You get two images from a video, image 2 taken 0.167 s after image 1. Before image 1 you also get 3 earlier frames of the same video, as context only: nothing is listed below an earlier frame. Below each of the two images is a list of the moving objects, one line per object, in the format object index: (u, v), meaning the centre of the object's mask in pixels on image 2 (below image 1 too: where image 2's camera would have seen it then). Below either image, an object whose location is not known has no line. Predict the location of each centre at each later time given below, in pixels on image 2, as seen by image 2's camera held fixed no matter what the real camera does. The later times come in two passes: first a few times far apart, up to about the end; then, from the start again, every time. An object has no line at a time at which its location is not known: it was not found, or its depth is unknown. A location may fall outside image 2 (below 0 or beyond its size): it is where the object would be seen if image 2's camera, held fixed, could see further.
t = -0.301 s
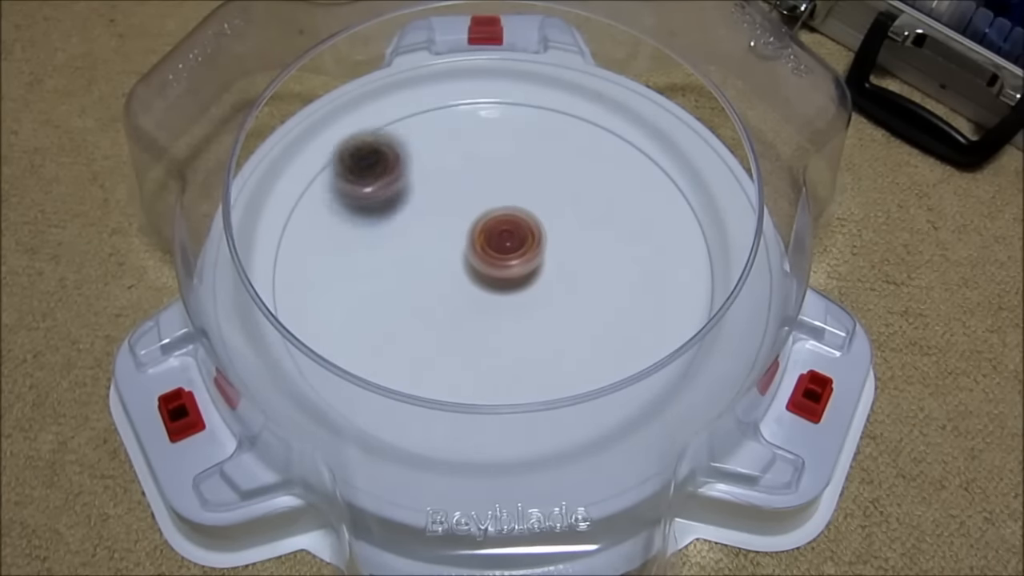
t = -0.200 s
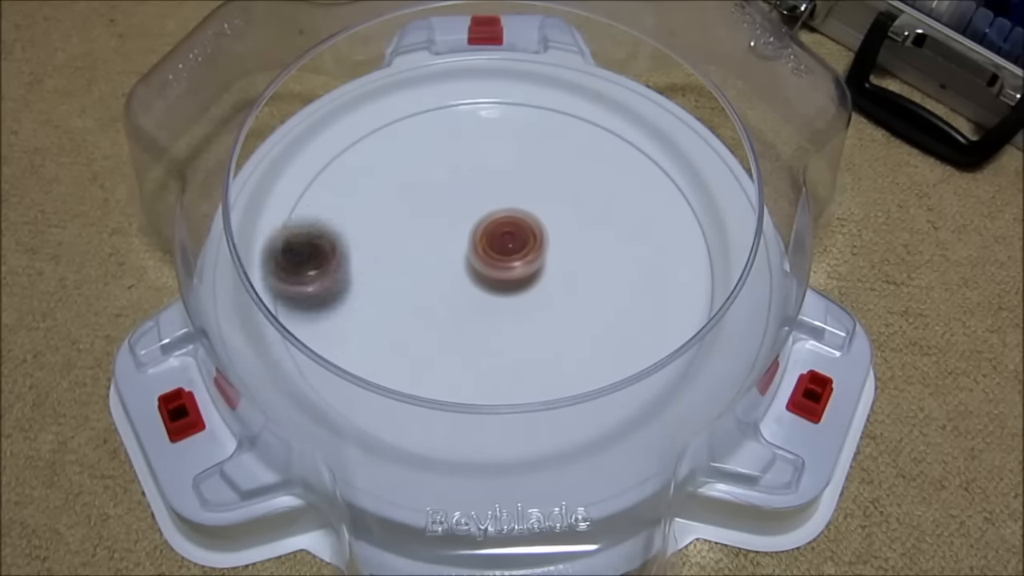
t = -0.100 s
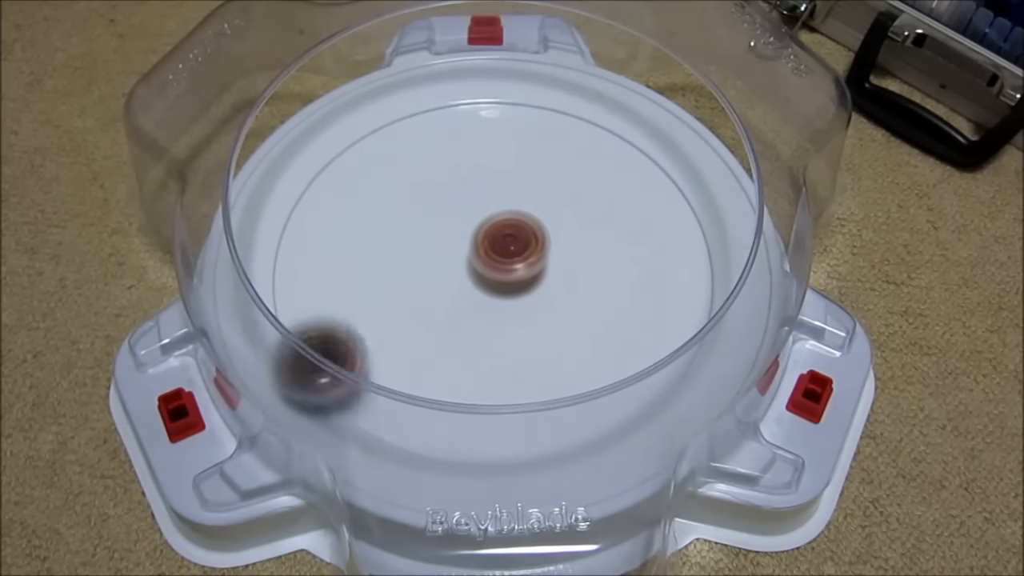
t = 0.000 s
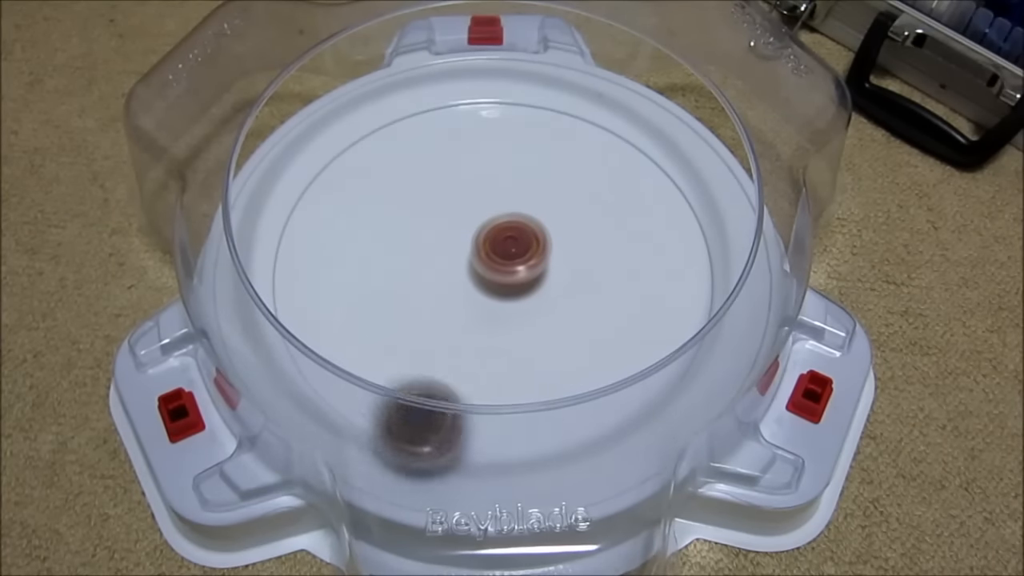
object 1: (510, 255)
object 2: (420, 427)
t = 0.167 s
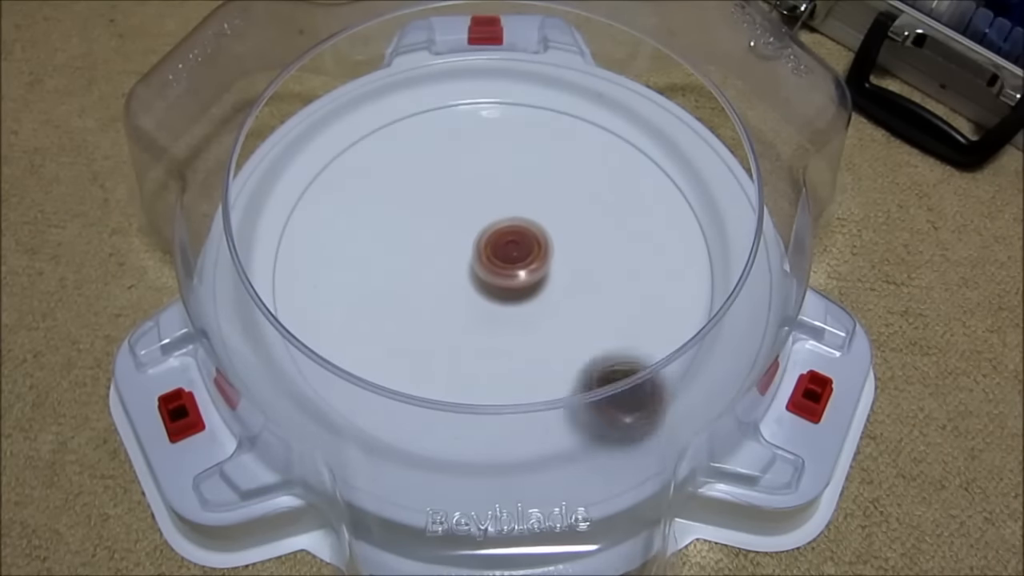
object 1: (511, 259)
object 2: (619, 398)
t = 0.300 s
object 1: (510, 262)
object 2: (672, 279)
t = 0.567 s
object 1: (506, 266)
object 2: (458, 128)
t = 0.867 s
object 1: (499, 267)
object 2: (301, 326)
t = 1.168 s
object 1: (492, 264)
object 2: (599, 358)
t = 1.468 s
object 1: (488, 258)
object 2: (577, 126)
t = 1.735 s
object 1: (487, 251)
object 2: (354, 173)
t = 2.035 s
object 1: (490, 244)
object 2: (486, 385)
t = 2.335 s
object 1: (496, 243)
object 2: (685, 246)
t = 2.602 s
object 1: (501, 246)
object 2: (503, 139)
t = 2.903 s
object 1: (505, 253)
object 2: (349, 303)
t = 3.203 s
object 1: (507, 260)
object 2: (542, 397)
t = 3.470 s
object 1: (504, 266)
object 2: (621, 226)
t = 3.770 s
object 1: (499, 267)
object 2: (408, 155)
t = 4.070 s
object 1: (493, 263)
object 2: (372, 311)
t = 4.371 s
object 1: (488, 257)
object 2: (606, 310)
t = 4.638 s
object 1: (488, 250)
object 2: (584, 159)
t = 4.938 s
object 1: (491, 244)
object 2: (399, 205)
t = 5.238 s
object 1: (498, 243)
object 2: (484, 360)
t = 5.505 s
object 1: (503, 247)
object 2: (621, 295)
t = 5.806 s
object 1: (504, 254)
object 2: (513, 178)
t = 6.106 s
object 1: (502, 262)
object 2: (377, 247)
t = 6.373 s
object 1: (503, 258)
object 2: (473, 339)
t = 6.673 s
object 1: (515, 243)
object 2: (599, 306)
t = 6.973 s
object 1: (461, 234)
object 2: (580, 199)
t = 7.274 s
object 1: (394, 302)
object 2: (515, 153)
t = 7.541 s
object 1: (425, 316)
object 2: (483, 227)
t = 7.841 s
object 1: (423, 319)
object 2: (612, 273)
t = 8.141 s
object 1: (444, 313)
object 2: (594, 228)
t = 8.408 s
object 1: (351, 328)
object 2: (581, 217)
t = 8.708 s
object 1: (336, 314)
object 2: (532, 200)
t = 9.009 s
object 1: (381, 291)
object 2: (491, 284)
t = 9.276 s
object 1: (429, 269)
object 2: (591, 303)
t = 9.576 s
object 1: (514, 212)
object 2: (591, 271)
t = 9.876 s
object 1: (504, 209)
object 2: (540, 291)
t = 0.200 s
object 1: (511, 260)
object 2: (647, 372)
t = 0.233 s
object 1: (511, 260)
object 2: (664, 341)
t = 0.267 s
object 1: (511, 262)
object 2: (671, 308)
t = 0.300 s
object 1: (510, 262)
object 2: (672, 279)
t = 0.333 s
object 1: (510, 263)
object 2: (665, 249)
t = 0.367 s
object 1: (510, 263)
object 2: (651, 219)
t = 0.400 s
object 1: (509, 264)
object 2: (627, 192)
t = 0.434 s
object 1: (509, 264)
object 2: (602, 167)
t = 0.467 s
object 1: (508, 265)
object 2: (571, 153)
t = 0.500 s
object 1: (507, 265)
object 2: (535, 140)
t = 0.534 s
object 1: (507, 265)
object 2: (498, 131)
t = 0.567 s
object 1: (506, 266)
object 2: (458, 128)
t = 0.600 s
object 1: (505, 266)
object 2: (423, 131)
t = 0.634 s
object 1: (505, 266)
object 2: (386, 139)
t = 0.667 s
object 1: (504, 266)
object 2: (353, 155)
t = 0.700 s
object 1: (503, 267)
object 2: (323, 174)
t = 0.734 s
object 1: (502, 267)
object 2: (300, 197)
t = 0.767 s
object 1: (502, 267)
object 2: (284, 225)
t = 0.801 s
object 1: (501, 267)
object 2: (281, 258)
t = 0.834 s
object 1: (500, 267)
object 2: (286, 292)
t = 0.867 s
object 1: (499, 267)
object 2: (301, 326)
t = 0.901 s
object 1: (498, 267)
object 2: (324, 352)
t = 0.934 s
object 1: (498, 266)
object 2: (351, 369)
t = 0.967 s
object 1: (497, 266)
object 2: (383, 382)
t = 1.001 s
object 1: (496, 266)
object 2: (418, 395)
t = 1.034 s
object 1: (495, 266)
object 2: (456, 402)
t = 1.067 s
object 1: (495, 265)
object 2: (494, 400)
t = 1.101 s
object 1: (494, 265)
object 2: (531, 394)
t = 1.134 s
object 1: (493, 265)
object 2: (567, 382)
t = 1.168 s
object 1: (492, 264)
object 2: (599, 358)
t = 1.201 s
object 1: (492, 264)
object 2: (623, 334)
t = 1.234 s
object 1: (491, 263)
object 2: (641, 308)
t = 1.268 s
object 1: (491, 263)
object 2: (651, 276)
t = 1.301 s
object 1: (490, 262)
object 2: (653, 246)
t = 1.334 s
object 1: (490, 261)
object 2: (649, 217)
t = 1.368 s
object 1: (489, 260)
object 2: (639, 187)
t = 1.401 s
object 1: (489, 259)
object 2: (622, 166)
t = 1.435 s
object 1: (488, 258)
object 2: (602, 143)
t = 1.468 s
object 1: (488, 258)
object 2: (577, 126)
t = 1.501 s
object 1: (487, 257)
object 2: (552, 114)
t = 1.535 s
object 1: (487, 256)
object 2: (522, 106)
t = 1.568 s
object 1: (487, 255)
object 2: (492, 104)
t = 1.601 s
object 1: (487, 255)
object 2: (461, 109)
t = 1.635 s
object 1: (487, 254)
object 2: (430, 114)
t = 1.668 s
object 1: (487, 253)
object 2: (401, 129)
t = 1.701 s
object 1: (487, 252)
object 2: (376, 148)
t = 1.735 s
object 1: (487, 251)
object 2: (354, 173)
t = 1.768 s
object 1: (487, 251)
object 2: (340, 200)
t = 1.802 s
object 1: (487, 250)
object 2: (333, 228)
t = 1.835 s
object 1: (487, 249)
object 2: (333, 260)
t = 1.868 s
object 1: (488, 248)
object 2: (344, 288)
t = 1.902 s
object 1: (488, 247)
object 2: (362, 313)
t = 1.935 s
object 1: (489, 246)
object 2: (384, 336)
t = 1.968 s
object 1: (489, 245)
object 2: (416, 357)
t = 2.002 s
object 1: (490, 245)
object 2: (451, 372)
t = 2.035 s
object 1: (490, 244)
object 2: (486, 385)
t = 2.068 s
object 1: (491, 244)
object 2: (524, 389)
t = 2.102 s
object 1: (491, 243)
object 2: (559, 388)
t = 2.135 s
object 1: (492, 243)
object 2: (595, 378)
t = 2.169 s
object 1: (493, 243)
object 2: (622, 363)
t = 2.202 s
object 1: (493, 243)
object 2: (646, 345)
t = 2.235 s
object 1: (494, 243)
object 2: (662, 319)
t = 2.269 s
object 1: (494, 243)
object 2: (676, 298)
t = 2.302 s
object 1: (495, 243)
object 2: (686, 269)
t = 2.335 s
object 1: (496, 243)
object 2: (685, 246)
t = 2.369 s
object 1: (496, 243)
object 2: (675, 222)
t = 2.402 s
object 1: (497, 244)
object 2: (665, 198)
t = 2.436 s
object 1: (497, 244)
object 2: (645, 178)
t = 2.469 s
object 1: (498, 244)
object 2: (623, 163)
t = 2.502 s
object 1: (499, 244)
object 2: (595, 151)
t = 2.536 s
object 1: (500, 245)
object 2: (568, 142)
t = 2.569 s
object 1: (500, 246)
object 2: (535, 138)
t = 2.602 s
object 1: (501, 246)
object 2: (503, 139)
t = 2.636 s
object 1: (501, 247)
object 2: (471, 147)
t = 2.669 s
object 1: (502, 248)
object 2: (442, 158)
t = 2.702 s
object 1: (503, 248)
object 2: (415, 169)
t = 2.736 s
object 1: (503, 249)
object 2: (390, 187)
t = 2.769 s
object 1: (504, 249)
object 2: (371, 207)
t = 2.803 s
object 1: (504, 250)
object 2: (355, 232)
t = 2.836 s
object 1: (505, 251)
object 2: (347, 255)
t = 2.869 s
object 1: (505, 252)
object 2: (344, 279)
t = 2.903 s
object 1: (505, 253)
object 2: (349, 303)
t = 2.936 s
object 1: (506, 253)
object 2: (357, 324)
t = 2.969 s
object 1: (506, 254)
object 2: (373, 344)
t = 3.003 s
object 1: (507, 255)
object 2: (389, 361)
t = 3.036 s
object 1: (507, 256)
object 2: (411, 377)
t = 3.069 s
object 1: (507, 257)
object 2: (433, 389)
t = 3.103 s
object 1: (507, 258)
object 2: (459, 401)
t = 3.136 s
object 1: (507, 259)
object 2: (485, 405)
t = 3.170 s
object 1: (507, 259)
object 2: (515, 404)
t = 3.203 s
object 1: (507, 260)
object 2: (542, 397)
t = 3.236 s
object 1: (506, 261)
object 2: (569, 385)
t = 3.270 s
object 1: (506, 262)
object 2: (588, 361)
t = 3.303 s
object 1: (506, 262)
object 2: (609, 347)
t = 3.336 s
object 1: (506, 263)
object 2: (623, 328)
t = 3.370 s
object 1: (505, 264)
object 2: (630, 301)
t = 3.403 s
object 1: (505, 265)
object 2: (633, 277)
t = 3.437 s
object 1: (504, 265)
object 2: (629, 252)
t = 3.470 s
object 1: (504, 266)
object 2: (621, 226)
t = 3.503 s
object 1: (503, 266)
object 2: (605, 208)
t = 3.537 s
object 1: (502, 267)
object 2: (587, 185)
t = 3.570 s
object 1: (502, 267)
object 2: (568, 168)
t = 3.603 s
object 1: (501, 267)
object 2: (542, 156)
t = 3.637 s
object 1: (500, 267)
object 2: (516, 146)
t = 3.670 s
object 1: (500, 267)
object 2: (490, 143)
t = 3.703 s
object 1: (500, 267)
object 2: (461, 141)
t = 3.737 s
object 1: (499, 267)
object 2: (436, 144)
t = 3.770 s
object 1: (499, 267)
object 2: (408, 155)
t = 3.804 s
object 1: (498, 266)
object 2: (387, 165)
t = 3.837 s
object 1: (498, 266)
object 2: (366, 180)
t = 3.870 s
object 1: (497, 265)
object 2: (352, 196)
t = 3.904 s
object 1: (497, 265)
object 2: (341, 215)
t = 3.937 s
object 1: (497, 264)
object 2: (335, 235)
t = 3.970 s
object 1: (496, 264)
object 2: (336, 256)
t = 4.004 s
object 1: (495, 264)
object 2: (341, 276)
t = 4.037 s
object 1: (494, 264)
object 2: (355, 293)
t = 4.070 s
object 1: (493, 263)
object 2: (372, 311)
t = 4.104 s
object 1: (492, 263)
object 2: (393, 324)
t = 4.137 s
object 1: (492, 262)
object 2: (421, 338)
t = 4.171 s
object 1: (491, 261)
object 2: (447, 348)
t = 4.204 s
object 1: (490, 261)
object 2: (480, 353)
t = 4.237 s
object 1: (490, 260)
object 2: (510, 356)
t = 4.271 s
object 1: (489, 259)
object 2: (540, 350)
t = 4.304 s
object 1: (489, 259)
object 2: (566, 341)
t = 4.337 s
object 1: (488, 258)
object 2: (587, 329)
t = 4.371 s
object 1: (488, 257)
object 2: (606, 310)
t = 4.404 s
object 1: (488, 256)
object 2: (620, 291)
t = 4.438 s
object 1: (488, 255)
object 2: (628, 272)
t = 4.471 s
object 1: (487, 254)
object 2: (631, 248)
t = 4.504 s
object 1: (488, 253)
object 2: (634, 225)
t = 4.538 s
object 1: (488, 252)
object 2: (627, 206)
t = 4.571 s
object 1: (488, 252)
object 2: (614, 186)
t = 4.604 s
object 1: (488, 251)
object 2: (601, 171)
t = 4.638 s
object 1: (488, 250)
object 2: (584, 159)
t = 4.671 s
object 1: (488, 249)
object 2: (561, 148)
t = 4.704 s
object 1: (488, 248)
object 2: (540, 141)
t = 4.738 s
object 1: (489, 247)
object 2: (518, 141)
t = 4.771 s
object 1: (489, 247)
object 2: (493, 143)
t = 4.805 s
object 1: (490, 246)
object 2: (471, 147)
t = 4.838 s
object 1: (490, 245)
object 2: (450, 159)
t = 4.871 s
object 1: (490, 245)
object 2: (428, 173)
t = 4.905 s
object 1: (491, 244)
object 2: (412, 187)
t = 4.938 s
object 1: (491, 244)
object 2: (399, 205)
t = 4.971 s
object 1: (492, 243)
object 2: (388, 224)
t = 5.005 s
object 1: (493, 243)
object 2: (385, 244)
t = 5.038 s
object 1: (494, 243)
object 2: (387, 265)
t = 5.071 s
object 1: (494, 243)
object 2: (392, 284)
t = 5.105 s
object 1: (495, 243)
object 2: (405, 301)
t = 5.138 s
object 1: (495, 243)
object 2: (421, 321)
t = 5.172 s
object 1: (496, 243)
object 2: (438, 336)
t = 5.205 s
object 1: (497, 243)
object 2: (461, 347)
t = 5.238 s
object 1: (498, 243)
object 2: (484, 360)
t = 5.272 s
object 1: (498, 243)
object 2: (507, 364)
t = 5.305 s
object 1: (499, 244)
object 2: (532, 363)
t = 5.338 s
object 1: (500, 244)
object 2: (554, 359)
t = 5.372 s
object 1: (501, 244)
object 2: (576, 354)
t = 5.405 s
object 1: (501, 245)
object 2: (592, 343)
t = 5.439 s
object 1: (502, 246)
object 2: (607, 326)
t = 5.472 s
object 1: (502, 246)
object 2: (617, 311)
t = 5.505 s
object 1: (503, 247)
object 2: (621, 295)
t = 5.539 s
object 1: (503, 248)
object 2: (621, 277)
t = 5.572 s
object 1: (503, 249)
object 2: (618, 258)
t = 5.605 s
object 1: (504, 249)
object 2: (612, 242)
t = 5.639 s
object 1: (504, 250)
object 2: (601, 228)
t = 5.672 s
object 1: (504, 251)
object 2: (586, 213)
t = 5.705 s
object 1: (504, 251)
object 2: (572, 201)
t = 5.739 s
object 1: (504, 253)
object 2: (555, 190)
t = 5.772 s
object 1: (505, 254)
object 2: (536, 183)
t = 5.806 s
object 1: (504, 254)
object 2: (513, 178)
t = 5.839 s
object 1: (504, 255)
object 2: (493, 177)
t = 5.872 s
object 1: (504, 256)
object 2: (474, 179)
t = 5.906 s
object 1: (504, 257)
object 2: (453, 184)
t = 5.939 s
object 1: (504, 258)
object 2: (433, 190)
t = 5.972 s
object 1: (504, 259)
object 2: (417, 197)
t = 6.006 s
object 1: (503, 260)
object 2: (403, 207)
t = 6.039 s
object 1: (503, 260)
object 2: (391, 221)
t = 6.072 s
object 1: (503, 261)
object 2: (381, 234)
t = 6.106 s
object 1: (502, 262)
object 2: (377, 247)
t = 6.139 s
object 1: (502, 263)
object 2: (379, 262)
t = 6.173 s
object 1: (501, 263)
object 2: (384, 278)
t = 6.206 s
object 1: (501, 264)
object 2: (392, 291)
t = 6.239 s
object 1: (500, 264)
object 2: (405, 301)
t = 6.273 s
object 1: (500, 265)
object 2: (423, 312)
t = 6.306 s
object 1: (501, 264)
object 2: (441, 322)
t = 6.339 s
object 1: (500, 262)
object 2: (459, 328)
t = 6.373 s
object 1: (503, 258)
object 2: (473, 339)
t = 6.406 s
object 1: (509, 250)
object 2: (489, 348)
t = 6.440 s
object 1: (513, 244)
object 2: (508, 356)
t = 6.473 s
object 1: (515, 240)
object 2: (526, 359)
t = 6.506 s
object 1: (517, 239)
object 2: (542, 358)
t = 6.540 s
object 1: (518, 238)
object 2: (560, 352)
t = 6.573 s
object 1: (518, 239)
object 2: (575, 342)
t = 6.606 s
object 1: (517, 240)
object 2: (587, 332)
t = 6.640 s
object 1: (516, 242)
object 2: (595, 319)
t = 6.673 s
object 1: (515, 243)
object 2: (599, 306)
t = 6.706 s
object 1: (513, 245)
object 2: (599, 290)
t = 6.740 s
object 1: (511, 247)
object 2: (596, 273)
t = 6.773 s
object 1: (506, 247)
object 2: (595, 259)
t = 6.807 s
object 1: (491, 244)
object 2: (603, 250)
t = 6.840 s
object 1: (478, 240)
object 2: (606, 240)
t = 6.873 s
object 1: (470, 238)
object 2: (604, 230)
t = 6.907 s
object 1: (464, 236)
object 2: (599, 219)
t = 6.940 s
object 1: (462, 235)
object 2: (591, 208)
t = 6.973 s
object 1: (461, 234)
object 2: (580, 199)
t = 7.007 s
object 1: (461, 235)
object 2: (570, 189)
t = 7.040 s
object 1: (462, 236)
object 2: (556, 185)
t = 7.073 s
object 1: (463, 237)
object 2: (540, 189)
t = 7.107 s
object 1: (464, 240)
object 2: (526, 189)
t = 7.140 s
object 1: (442, 257)
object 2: (528, 180)
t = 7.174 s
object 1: (421, 272)
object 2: (529, 171)
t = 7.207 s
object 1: (406, 283)
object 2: (527, 161)
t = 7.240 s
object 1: (397, 293)
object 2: (521, 156)
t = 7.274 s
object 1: (394, 302)
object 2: (515, 153)
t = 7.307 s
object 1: (395, 308)
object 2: (508, 153)
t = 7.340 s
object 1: (398, 313)
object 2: (500, 158)
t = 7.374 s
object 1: (403, 317)
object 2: (493, 166)
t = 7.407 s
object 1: (407, 318)
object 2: (488, 178)
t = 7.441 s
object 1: (411, 318)
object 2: (484, 187)
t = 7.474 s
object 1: (415, 318)
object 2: (481, 202)
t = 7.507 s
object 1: (420, 317)
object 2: (481, 216)
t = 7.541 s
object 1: (425, 316)
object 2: (483, 227)
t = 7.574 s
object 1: (429, 315)
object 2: (487, 242)
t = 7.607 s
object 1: (433, 313)
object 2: (495, 254)
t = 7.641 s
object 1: (436, 313)
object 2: (505, 267)
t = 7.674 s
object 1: (425, 317)
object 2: (529, 273)
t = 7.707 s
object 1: (419, 319)
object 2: (550, 277)
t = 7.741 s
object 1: (418, 319)
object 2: (568, 279)
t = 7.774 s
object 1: (420, 319)
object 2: (584, 280)
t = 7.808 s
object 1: (422, 319)
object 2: (598, 278)
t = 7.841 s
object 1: (423, 319)
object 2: (612, 273)
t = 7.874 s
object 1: (425, 318)
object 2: (622, 268)
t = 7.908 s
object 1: (427, 318)
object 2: (630, 262)
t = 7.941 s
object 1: (429, 317)
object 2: (636, 255)
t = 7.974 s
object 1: (431, 317)
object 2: (638, 248)
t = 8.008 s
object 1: (433, 316)
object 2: (636, 241)
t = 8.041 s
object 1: (436, 316)
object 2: (630, 235)
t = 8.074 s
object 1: (438, 314)
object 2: (620, 230)
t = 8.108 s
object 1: (441, 313)
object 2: (608, 228)
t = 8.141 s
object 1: (444, 313)
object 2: (594, 228)
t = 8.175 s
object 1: (447, 312)
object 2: (579, 229)
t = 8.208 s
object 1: (451, 310)
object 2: (564, 231)
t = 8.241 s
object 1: (455, 309)
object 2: (547, 236)
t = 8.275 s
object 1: (460, 306)
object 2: (531, 242)
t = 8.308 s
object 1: (452, 307)
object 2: (527, 246)
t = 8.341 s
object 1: (414, 318)
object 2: (549, 236)
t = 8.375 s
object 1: (379, 325)
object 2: (568, 227)
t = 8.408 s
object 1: (351, 328)
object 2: (581, 217)
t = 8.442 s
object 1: (332, 326)
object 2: (586, 209)
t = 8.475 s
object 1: (316, 328)
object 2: (587, 200)
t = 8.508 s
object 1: (309, 327)
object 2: (583, 194)
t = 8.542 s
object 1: (311, 324)
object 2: (577, 189)
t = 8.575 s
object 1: (319, 317)
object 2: (570, 187)
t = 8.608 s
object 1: (322, 316)
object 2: (561, 187)
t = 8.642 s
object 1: (326, 316)
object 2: (552, 189)
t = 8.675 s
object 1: (331, 315)
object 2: (543, 193)
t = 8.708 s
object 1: (336, 314)
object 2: (532, 200)
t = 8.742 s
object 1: (342, 312)
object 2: (522, 206)
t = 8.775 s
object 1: (348, 310)
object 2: (511, 214)
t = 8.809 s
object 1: (354, 308)
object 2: (501, 224)
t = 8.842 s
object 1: (359, 307)
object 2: (494, 232)
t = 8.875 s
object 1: (364, 305)
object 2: (487, 246)
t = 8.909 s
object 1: (370, 303)
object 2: (482, 257)
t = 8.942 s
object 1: (379, 300)
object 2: (478, 266)
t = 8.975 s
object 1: (388, 296)
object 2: (475, 276)
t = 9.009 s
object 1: (381, 291)
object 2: (491, 284)
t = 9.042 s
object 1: (378, 286)
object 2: (507, 293)
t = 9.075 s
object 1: (379, 282)
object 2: (524, 299)
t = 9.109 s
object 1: (383, 280)
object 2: (537, 302)
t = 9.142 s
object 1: (388, 278)
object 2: (549, 304)
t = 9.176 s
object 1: (395, 276)
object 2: (558, 307)
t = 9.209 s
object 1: (405, 274)
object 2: (572, 309)
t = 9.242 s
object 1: (416, 272)
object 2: (583, 307)
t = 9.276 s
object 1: (429, 269)
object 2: (591, 303)
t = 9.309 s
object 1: (442, 265)
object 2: (596, 300)
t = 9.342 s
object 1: (456, 260)
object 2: (602, 297)
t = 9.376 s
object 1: (470, 256)
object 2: (605, 291)
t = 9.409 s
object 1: (483, 251)
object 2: (605, 281)
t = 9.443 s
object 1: (495, 246)
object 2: (598, 278)
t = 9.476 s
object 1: (507, 241)
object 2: (594, 274)
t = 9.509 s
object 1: (516, 234)
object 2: (589, 268)
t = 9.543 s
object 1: (516, 223)
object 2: (591, 267)
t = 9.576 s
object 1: (514, 212)
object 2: (591, 271)
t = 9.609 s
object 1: (512, 204)
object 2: (593, 272)
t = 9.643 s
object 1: (510, 199)
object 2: (591, 274)
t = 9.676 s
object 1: (509, 199)
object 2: (585, 277)
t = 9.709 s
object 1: (508, 200)
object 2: (581, 280)
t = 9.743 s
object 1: (506, 201)
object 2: (576, 281)
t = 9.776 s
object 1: (505, 203)
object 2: (567, 283)
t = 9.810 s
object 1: (505, 205)
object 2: (558, 288)
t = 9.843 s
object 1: (504, 207)
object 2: (550, 289)
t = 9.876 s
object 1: (504, 209)
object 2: (540, 291)
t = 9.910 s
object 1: (503, 212)
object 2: (529, 294)
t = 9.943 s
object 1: (503, 214)
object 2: (521, 295)
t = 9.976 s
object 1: (503, 215)
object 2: (511, 295)
